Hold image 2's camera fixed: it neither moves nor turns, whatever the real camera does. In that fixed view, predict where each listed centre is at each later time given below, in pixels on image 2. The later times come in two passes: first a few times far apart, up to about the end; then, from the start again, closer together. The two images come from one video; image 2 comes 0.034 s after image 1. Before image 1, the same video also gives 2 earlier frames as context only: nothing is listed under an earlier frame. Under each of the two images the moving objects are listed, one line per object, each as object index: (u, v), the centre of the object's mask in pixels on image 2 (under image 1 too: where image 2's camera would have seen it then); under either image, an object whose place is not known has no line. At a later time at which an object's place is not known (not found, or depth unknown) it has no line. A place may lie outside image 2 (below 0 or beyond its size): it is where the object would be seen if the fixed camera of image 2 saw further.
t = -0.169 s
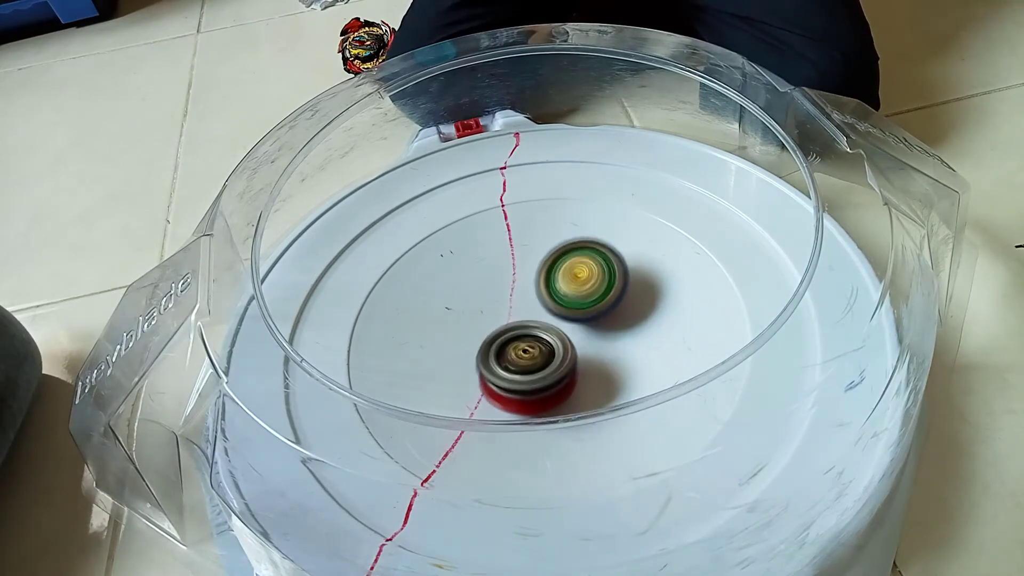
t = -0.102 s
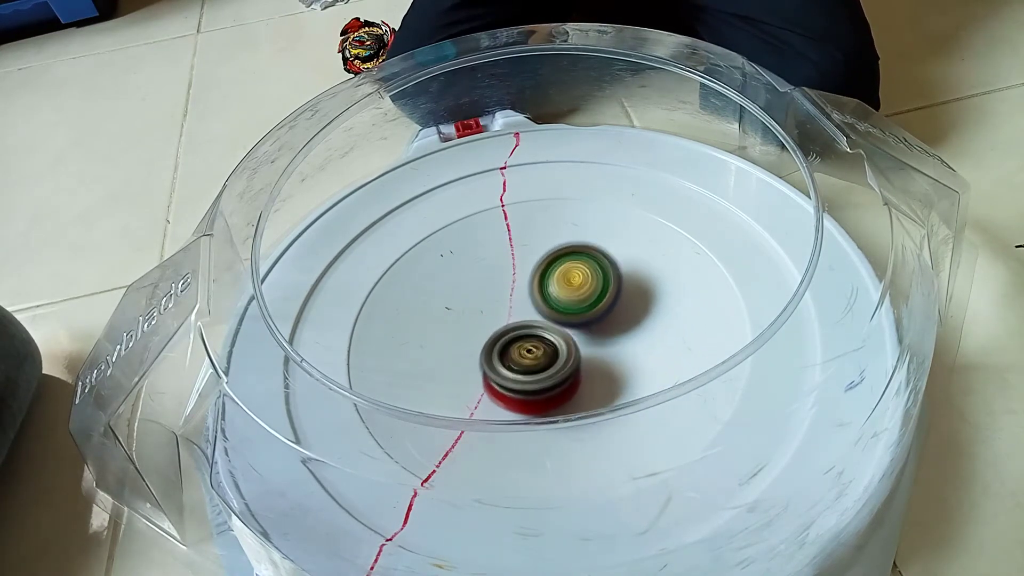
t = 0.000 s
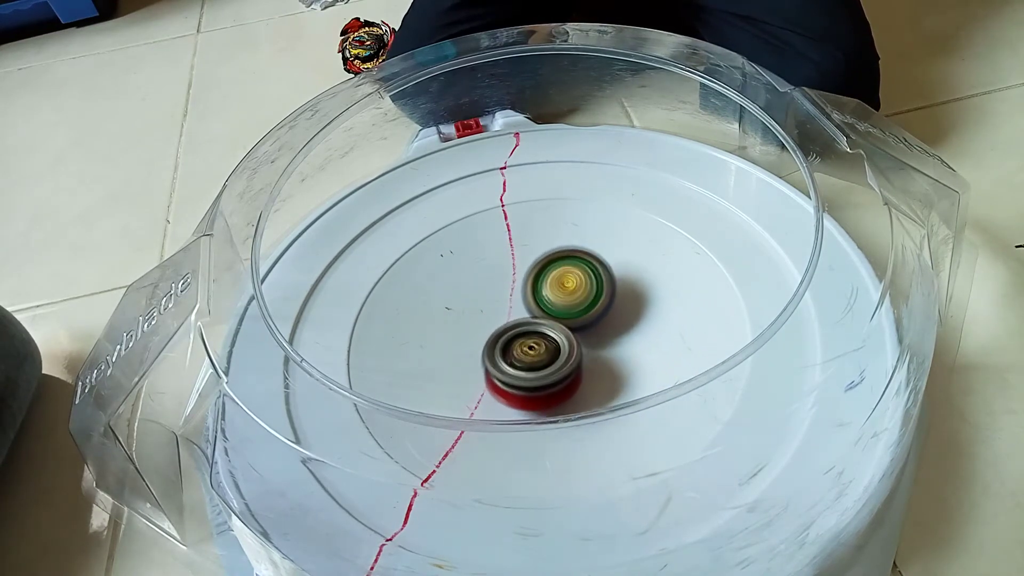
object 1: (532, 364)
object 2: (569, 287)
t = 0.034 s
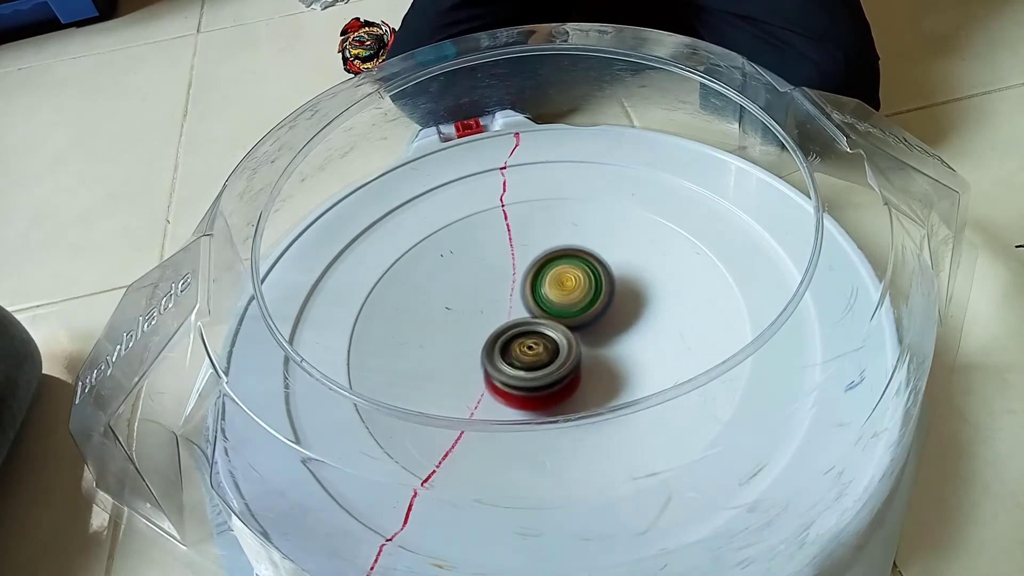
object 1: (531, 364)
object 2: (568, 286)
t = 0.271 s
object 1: (529, 367)
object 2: (558, 286)
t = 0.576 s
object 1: (534, 364)
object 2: (545, 277)
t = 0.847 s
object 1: (542, 365)
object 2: (545, 278)
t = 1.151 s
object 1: (546, 362)
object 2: (542, 280)
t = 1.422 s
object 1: (556, 363)
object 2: (543, 283)
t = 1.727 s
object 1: (564, 363)
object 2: (540, 285)
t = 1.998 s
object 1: (565, 364)
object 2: (536, 288)
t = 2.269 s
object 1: (566, 366)
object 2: (530, 292)
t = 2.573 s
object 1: (572, 365)
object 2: (523, 296)
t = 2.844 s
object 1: (577, 360)
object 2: (518, 297)
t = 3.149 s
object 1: (580, 358)
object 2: (515, 299)
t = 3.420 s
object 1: (582, 352)
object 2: (510, 299)
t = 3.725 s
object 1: (580, 357)
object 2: (510, 302)
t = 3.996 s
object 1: (583, 352)
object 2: (508, 301)
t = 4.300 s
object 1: (578, 357)
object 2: (509, 300)
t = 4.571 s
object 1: (583, 355)
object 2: (513, 300)
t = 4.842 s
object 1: (576, 359)
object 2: (521, 293)
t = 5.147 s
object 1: (576, 358)
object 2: (519, 294)
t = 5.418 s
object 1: (574, 360)
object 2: (518, 295)
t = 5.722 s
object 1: (572, 361)
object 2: (518, 293)
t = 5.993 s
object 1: (571, 361)
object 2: (521, 293)
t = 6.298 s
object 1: (572, 360)
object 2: (523, 291)
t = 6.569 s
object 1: (572, 362)
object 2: (525, 292)
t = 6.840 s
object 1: (574, 363)
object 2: (525, 292)
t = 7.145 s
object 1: (573, 362)
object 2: (524, 293)
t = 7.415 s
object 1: (573, 363)
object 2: (523, 294)
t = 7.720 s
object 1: (575, 360)
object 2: (520, 294)
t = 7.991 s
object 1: (575, 363)
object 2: (517, 291)
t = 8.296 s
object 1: (569, 358)
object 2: (521, 287)
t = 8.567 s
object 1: (564, 362)
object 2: (525, 286)
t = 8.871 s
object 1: (565, 364)
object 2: (532, 285)
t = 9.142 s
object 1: (560, 365)
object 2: (538, 284)
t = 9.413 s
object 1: (552, 363)
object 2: (542, 283)
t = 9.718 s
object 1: (540, 366)
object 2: (547, 285)
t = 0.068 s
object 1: (531, 364)
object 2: (566, 285)
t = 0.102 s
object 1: (530, 364)
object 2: (564, 285)
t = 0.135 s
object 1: (529, 364)
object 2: (563, 286)
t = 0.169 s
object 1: (528, 366)
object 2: (562, 283)
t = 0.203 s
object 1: (528, 367)
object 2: (561, 283)
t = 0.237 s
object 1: (528, 367)
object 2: (559, 284)
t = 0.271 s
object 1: (529, 367)
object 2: (558, 286)
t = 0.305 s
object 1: (529, 367)
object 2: (556, 287)
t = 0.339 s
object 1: (530, 369)
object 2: (554, 285)
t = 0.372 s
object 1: (532, 368)
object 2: (553, 284)
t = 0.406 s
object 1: (534, 365)
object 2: (551, 285)
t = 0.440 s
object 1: (534, 366)
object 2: (549, 284)
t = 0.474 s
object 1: (534, 365)
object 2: (548, 282)
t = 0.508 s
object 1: (535, 363)
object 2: (547, 281)
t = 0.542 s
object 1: (534, 363)
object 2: (546, 281)
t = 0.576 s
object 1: (534, 364)
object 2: (545, 277)
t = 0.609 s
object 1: (534, 365)
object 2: (544, 275)
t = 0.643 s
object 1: (536, 364)
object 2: (544, 277)
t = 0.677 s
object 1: (537, 362)
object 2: (544, 279)
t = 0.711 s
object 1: (537, 363)
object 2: (544, 279)
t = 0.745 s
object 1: (537, 365)
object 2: (544, 274)
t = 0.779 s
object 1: (538, 366)
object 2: (544, 273)
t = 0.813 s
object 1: (540, 367)
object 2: (544, 275)
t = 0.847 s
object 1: (542, 365)
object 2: (545, 278)
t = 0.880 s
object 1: (542, 363)
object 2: (545, 280)
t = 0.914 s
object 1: (543, 362)
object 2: (544, 280)
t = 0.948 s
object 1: (542, 361)
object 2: (544, 279)
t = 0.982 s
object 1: (542, 361)
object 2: (543, 279)
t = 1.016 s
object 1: (542, 361)
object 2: (542, 279)
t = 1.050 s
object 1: (543, 361)
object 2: (542, 280)
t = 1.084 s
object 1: (544, 362)
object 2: (542, 280)
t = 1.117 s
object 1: (545, 362)
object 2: (542, 280)
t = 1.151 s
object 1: (546, 362)
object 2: (542, 280)
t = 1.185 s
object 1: (547, 362)
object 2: (543, 280)
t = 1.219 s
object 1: (548, 362)
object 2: (543, 281)
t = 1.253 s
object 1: (549, 362)
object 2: (543, 281)
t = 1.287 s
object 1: (550, 362)
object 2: (543, 282)
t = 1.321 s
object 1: (552, 362)
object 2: (543, 282)
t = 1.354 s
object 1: (553, 363)
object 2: (543, 282)
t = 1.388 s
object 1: (554, 363)
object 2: (542, 282)
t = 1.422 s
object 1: (556, 363)
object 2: (543, 283)
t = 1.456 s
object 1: (558, 363)
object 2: (542, 283)
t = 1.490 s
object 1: (560, 363)
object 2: (543, 283)
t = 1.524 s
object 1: (562, 363)
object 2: (543, 284)
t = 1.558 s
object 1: (563, 363)
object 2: (542, 284)
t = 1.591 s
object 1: (563, 362)
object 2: (541, 283)
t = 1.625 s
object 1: (562, 362)
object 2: (541, 283)
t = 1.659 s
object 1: (562, 363)
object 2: (540, 284)
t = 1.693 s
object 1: (562, 363)
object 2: (540, 284)
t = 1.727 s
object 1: (564, 363)
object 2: (540, 285)
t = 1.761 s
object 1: (564, 363)
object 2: (540, 285)
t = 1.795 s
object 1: (565, 363)
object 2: (539, 285)
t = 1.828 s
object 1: (565, 363)
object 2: (539, 285)
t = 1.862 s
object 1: (566, 363)
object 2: (538, 286)
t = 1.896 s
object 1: (565, 363)
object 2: (537, 286)
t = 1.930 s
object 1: (566, 363)
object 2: (537, 287)
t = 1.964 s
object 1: (565, 364)
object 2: (536, 287)
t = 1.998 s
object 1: (565, 364)
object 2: (536, 288)
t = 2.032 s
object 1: (565, 364)
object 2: (535, 288)
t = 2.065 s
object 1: (565, 365)
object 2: (534, 289)
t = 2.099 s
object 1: (565, 365)
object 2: (533, 289)
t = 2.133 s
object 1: (565, 365)
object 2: (533, 290)
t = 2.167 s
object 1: (565, 366)
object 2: (532, 291)
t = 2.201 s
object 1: (566, 366)
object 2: (531, 291)
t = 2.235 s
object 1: (566, 366)
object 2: (531, 292)
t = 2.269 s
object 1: (566, 366)
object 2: (530, 292)
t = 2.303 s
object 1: (566, 366)
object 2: (529, 293)
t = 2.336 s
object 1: (567, 366)
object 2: (529, 294)
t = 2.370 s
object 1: (567, 367)
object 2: (528, 294)
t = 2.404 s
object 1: (567, 367)
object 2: (527, 295)
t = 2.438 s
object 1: (568, 367)
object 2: (527, 295)
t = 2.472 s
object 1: (569, 367)
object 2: (526, 295)
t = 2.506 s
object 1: (570, 366)
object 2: (525, 296)
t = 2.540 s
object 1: (571, 366)
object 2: (524, 296)
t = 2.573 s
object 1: (572, 365)
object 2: (523, 296)
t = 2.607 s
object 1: (574, 364)
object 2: (523, 296)
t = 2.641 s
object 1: (575, 363)
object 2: (522, 296)
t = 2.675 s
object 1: (576, 362)
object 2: (521, 296)
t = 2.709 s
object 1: (576, 361)
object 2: (520, 296)
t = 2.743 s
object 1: (576, 361)
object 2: (519, 296)
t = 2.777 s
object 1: (576, 360)
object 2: (519, 296)
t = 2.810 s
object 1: (577, 360)
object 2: (518, 296)
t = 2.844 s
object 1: (577, 360)
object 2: (518, 297)
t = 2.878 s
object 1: (577, 360)
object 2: (517, 297)
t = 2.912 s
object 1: (577, 360)
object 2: (517, 297)
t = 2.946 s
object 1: (577, 359)
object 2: (516, 297)
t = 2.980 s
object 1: (577, 359)
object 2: (516, 297)
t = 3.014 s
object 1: (577, 359)
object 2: (516, 298)
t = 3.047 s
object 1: (578, 359)
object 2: (515, 298)
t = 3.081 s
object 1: (578, 359)
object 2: (515, 298)
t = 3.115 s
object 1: (579, 359)
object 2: (515, 299)
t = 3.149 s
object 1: (580, 358)
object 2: (515, 299)
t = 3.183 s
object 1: (581, 357)
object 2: (514, 299)
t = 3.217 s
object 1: (582, 356)
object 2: (514, 300)
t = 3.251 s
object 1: (583, 355)
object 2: (513, 299)
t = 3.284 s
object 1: (583, 354)
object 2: (512, 299)
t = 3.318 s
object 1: (583, 353)
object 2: (512, 299)
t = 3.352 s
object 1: (583, 353)
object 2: (511, 299)
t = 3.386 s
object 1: (583, 352)
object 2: (510, 299)
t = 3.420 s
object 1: (582, 352)
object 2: (510, 299)
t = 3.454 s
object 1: (582, 353)
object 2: (509, 299)
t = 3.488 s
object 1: (581, 354)
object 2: (510, 299)
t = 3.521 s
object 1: (580, 355)
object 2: (510, 299)
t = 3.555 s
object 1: (580, 356)
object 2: (510, 300)
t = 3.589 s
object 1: (579, 356)
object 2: (510, 300)
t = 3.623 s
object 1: (579, 357)
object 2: (510, 301)
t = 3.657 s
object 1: (579, 357)
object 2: (510, 301)
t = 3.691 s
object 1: (579, 358)
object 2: (510, 302)
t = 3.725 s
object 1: (580, 357)
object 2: (510, 302)
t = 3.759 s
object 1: (581, 357)
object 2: (510, 302)
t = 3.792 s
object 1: (583, 355)
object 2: (510, 302)
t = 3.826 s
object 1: (583, 354)
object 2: (510, 302)
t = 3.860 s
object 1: (583, 353)
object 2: (509, 302)
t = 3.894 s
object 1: (584, 353)
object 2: (509, 302)
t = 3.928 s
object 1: (584, 352)
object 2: (509, 301)
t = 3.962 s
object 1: (584, 352)
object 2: (508, 301)
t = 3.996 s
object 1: (583, 352)
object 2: (508, 301)
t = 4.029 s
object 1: (583, 352)
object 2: (508, 300)
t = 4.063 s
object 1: (582, 352)
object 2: (507, 300)
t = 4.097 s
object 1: (582, 352)
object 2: (507, 300)
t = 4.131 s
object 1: (581, 353)
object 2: (508, 299)
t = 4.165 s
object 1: (580, 353)
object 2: (508, 299)
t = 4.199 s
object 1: (579, 354)
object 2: (508, 300)
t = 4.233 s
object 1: (578, 355)
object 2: (508, 300)
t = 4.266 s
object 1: (578, 356)
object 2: (509, 300)
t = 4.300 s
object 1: (578, 357)
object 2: (509, 300)
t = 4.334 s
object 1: (578, 357)
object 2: (510, 300)
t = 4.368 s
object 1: (577, 358)
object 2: (510, 301)
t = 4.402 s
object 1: (578, 358)
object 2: (510, 301)
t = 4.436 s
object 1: (578, 358)
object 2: (511, 301)
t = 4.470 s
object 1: (578, 358)
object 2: (511, 301)
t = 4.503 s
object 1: (579, 358)
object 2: (512, 301)
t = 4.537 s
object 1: (581, 357)
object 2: (512, 301)
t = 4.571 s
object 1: (583, 355)
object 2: (513, 300)
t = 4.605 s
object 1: (583, 354)
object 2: (512, 300)
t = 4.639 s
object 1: (575, 361)
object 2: (522, 294)
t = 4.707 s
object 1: (575, 360)
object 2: (522, 294)
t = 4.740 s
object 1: (576, 360)
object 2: (521, 294)
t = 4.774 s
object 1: (576, 359)
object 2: (521, 294)
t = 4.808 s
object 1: (576, 359)
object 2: (521, 293)
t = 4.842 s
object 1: (576, 359)
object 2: (521, 293)
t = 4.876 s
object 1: (576, 358)
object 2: (521, 293)
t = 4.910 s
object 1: (577, 358)
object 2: (520, 294)
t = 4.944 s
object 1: (577, 358)
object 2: (520, 294)
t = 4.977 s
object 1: (576, 358)
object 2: (520, 294)
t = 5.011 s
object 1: (576, 358)
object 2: (520, 294)
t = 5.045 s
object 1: (576, 358)
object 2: (519, 294)
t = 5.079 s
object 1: (576, 358)
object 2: (519, 294)
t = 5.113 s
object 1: (576, 358)
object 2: (519, 294)
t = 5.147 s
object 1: (576, 358)
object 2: (519, 294)
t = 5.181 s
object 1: (576, 359)
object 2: (519, 294)
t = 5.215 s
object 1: (576, 359)
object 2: (519, 294)
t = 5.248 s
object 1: (575, 359)
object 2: (518, 294)
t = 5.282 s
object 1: (575, 359)
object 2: (519, 294)
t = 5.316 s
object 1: (575, 359)
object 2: (518, 294)
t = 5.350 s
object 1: (574, 360)
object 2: (518, 295)
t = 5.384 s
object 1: (574, 360)
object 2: (518, 295)
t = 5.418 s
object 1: (574, 360)
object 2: (518, 295)
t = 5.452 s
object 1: (573, 360)
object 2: (517, 295)
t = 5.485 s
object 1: (574, 362)
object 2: (517, 294)
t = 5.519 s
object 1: (574, 362)
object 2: (516, 294)
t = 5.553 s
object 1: (574, 362)
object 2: (517, 294)
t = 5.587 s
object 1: (573, 361)
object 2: (518, 294)
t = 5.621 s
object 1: (572, 360)
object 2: (518, 294)
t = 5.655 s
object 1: (571, 360)
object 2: (517, 293)
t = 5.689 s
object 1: (571, 361)
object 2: (517, 293)
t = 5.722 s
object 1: (572, 361)
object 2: (518, 293)
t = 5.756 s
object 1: (572, 361)
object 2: (519, 293)
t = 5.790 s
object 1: (571, 360)
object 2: (519, 293)
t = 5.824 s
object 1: (571, 360)
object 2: (519, 293)
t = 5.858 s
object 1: (571, 361)
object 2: (519, 293)
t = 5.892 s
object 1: (571, 361)
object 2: (520, 293)
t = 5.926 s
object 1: (571, 361)
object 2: (520, 293)
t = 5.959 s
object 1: (571, 361)
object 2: (520, 293)
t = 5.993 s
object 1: (571, 361)
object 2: (521, 293)
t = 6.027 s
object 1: (572, 361)
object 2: (521, 292)
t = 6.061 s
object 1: (572, 361)
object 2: (522, 293)
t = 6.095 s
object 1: (571, 360)
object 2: (522, 292)
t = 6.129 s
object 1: (572, 361)
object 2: (522, 292)
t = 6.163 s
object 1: (573, 361)
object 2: (522, 292)
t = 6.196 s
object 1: (573, 361)
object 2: (523, 292)
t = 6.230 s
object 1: (573, 360)
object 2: (523, 292)
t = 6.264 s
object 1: (572, 360)
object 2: (523, 291)
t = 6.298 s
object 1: (572, 360)
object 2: (523, 291)
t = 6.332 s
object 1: (572, 360)
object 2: (524, 291)
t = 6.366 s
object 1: (571, 360)
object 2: (524, 291)
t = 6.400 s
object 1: (572, 360)
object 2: (523, 291)
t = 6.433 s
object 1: (571, 360)
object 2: (523, 291)
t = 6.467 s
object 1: (572, 361)
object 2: (524, 291)
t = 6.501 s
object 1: (572, 361)
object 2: (524, 291)
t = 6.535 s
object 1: (572, 362)
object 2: (524, 292)
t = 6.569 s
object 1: (572, 362)
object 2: (525, 292)
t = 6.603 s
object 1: (572, 362)
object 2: (525, 292)
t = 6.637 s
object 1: (572, 362)
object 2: (525, 292)
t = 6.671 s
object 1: (572, 363)
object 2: (525, 293)
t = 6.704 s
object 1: (572, 362)
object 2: (525, 293)
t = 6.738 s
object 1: (573, 363)
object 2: (525, 293)
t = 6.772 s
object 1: (573, 362)
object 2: (525, 293)
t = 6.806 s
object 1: (574, 362)
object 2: (525, 293)
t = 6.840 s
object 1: (574, 363)
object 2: (525, 292)
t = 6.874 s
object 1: (574, 362)
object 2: (525, 292)
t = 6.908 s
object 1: (574, 361)
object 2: (526, 292)
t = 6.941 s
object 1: (573, 361)
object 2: (525, 292)
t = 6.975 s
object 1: (573, 362)
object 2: (524, 292)
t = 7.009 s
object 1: (573, 362)
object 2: (524, 292)
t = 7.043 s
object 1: (574, 362)
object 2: (525, 292)
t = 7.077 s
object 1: (573, 362)
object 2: (525, 292)
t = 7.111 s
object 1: (573, 362)
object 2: (524, 293)
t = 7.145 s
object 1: (573, 362)
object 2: (524, 293)
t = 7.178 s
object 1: (572, 362)
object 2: (524, 293)
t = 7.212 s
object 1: (572, 362)
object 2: (524, 293)
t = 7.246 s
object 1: (572, 363)
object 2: (524, 293)
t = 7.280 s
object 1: (572, 362)
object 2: (524, 294)
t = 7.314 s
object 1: (572, 362)
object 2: (523, 294)
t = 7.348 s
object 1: (573, 363)
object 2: (523, 294)
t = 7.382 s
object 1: (573, 362)
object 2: (523, 294)
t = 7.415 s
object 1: (573, 363)
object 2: (523, 294)
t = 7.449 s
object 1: (574, 363)
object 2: (522, 294)
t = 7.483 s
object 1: (574, 362)
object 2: (522, 294)
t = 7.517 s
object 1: (574, 361)
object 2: (522, 294)
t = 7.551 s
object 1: (575, 361)
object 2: (521, 294)
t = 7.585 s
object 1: (575, 361)
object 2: (521, 294)
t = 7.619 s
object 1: (575, 360)
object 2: (521, 294)
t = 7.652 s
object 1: (575, 360)
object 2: (520, 294)
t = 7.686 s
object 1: (575, 360)
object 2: (520, 294)
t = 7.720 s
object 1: (575, 360)
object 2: (520, 294)
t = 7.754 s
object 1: (574, 360)
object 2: (520, 293)
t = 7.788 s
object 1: (573, 360)
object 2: (519, 294)
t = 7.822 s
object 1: (573, 361)
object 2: (518, 293)
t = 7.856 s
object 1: (573, 362)
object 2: (519, 293)
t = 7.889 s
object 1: (573, 361)
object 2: (520, 293)
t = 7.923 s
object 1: (572, 361)
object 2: (520, 294)
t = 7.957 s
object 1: (574, 363)
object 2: (518, 292)
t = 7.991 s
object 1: (575, 363)
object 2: (517, 291)
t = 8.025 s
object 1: (574, 361)
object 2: (518, 291)
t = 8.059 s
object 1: (573, 360)
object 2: (519, 292)
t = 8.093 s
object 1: (572, 359)
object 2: (521, 292)
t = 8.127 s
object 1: (572, 360)
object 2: (519, 289)
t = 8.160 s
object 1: (573, 361)
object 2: (517, 288)
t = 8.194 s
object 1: (573, 360)
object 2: (518, 288)
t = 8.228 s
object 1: (572, 359)
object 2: (520, 289)
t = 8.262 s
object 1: (570, 358)
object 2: (521, 289)
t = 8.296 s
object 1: (569, 358)
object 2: (521, 287)
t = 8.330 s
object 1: (567, 358)
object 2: (521, 287)
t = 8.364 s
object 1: (566, 358)
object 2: (521, 287)
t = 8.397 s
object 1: (565, 358)
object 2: (521, 287)
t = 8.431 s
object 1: (564, 359)
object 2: (522, 287)
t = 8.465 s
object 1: (564, 359)
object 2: (523, 287)
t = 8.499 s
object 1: (564, 360)
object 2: (523, 286)
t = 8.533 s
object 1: (564, 360)
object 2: (524, 287)
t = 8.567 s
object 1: (564, 362)
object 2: (525, 286)
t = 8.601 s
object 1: (564, 362)
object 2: (525, 286)
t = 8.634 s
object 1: (564, 362)
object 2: (527, 287)
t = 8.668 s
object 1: (564, 362)
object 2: (529, 287)
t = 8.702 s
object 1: (563, 364)
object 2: (529, 286)
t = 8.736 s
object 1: (565, 363)
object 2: (529, 286)
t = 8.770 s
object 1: (565, 363)
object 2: (531, 287)
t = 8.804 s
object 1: (564, 364)
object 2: (532, 287)
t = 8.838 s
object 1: (565, 364)
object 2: (532, 285)
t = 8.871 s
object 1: (565, 364)
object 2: (532, 285)
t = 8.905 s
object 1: (565, 363)
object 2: (534, 286)
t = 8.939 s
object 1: (564, 363)
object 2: (534, 286)
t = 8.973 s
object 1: (562, 363)
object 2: (534, 285)
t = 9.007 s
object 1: (561, 364)
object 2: (534, 285)
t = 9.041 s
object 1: (561, 364)
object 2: (534, 285)
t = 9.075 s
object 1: (561, 364)
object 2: (537, 285)
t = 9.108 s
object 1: (560, 363)
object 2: (537, 285)
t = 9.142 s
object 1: (560, 365)
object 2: (538, 284)
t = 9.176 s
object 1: (559, 367)
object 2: (538, 282)
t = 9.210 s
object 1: (560, 367)
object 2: (538, 282)
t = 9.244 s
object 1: (559, 367)
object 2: (540, 283)
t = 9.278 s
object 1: (560, 365)
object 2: (541, 284)
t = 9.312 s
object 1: (558, 364)
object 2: (543, 284)
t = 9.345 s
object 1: (556, 363)
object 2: (543, 283)
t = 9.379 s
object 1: (554, 363)
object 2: (542, 282)
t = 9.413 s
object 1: (552, 363)
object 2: (542, 283)
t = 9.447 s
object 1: (551, 363)
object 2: (542, 282)
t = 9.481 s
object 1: (549, 363)
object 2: (543, 282)
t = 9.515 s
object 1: (549, 363)
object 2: (544, 282)
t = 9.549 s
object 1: (546, 364)
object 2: (546, 282)
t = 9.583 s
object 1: (545, 364)
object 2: (546, 282)
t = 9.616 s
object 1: (543, 365)
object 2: (546, 282)
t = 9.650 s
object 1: (542, 365)
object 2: (546, 283)
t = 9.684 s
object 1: (540, 367)
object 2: (546, 284)
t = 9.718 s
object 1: (540, 366)
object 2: (547, 285)
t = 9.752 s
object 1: (539, 367)
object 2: (548, 286)
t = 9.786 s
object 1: (538, 367)
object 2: (550, 285)
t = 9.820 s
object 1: (537, 367)
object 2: (549, 285)
